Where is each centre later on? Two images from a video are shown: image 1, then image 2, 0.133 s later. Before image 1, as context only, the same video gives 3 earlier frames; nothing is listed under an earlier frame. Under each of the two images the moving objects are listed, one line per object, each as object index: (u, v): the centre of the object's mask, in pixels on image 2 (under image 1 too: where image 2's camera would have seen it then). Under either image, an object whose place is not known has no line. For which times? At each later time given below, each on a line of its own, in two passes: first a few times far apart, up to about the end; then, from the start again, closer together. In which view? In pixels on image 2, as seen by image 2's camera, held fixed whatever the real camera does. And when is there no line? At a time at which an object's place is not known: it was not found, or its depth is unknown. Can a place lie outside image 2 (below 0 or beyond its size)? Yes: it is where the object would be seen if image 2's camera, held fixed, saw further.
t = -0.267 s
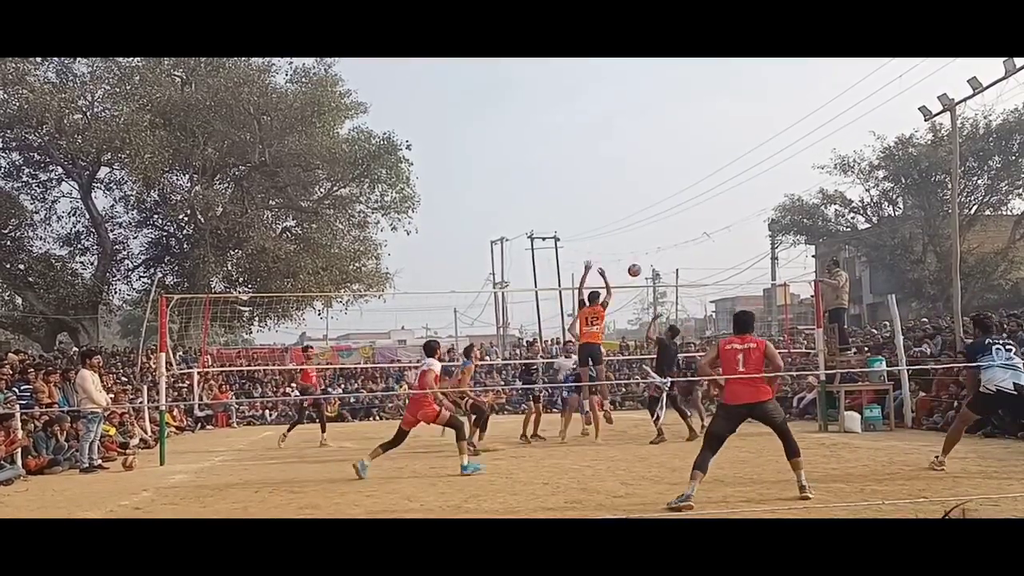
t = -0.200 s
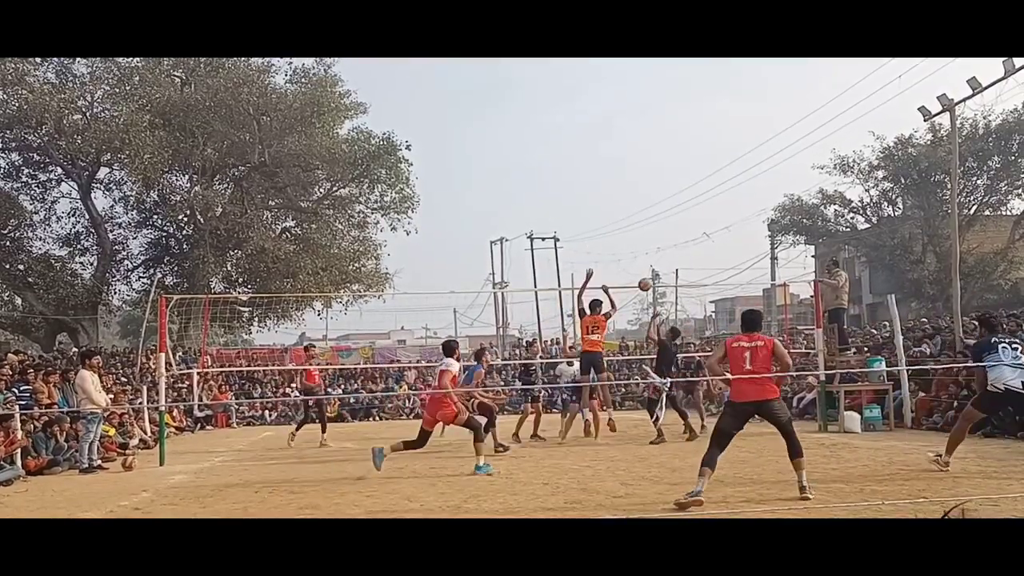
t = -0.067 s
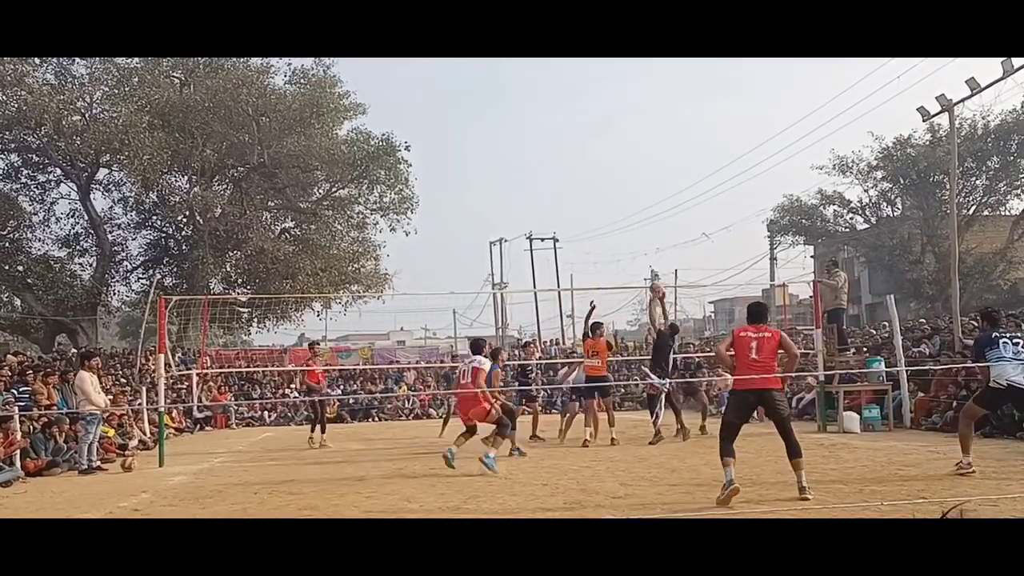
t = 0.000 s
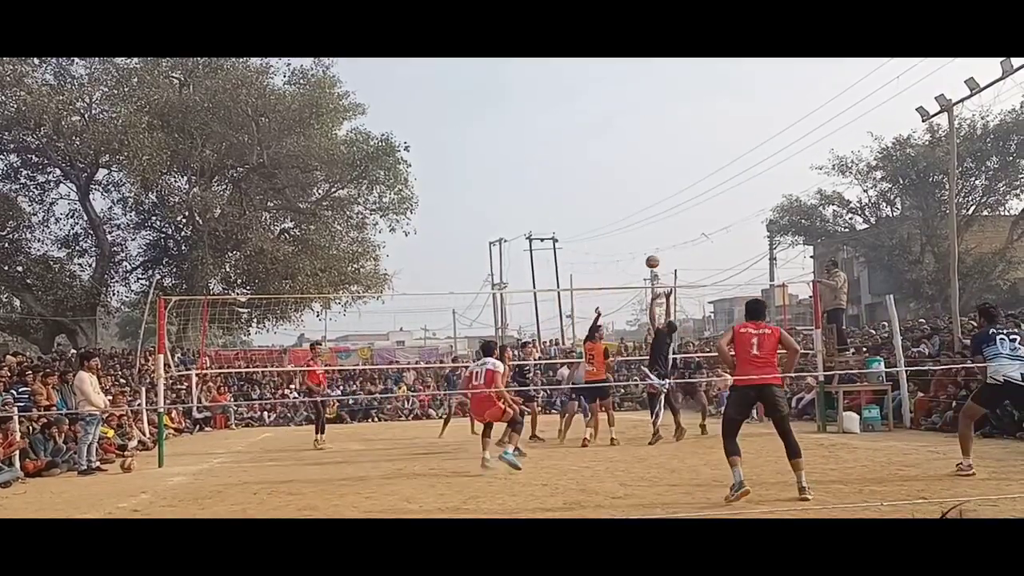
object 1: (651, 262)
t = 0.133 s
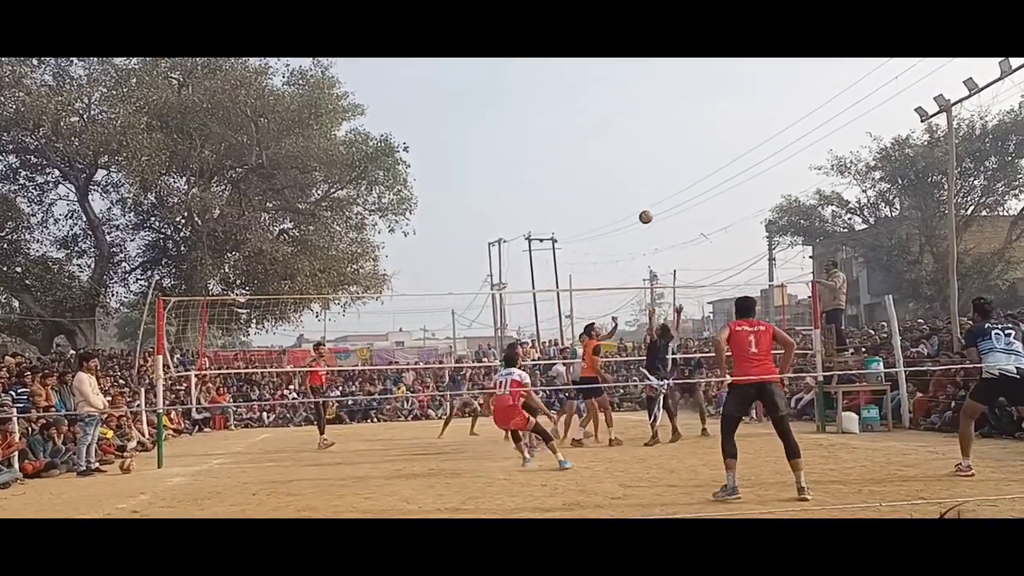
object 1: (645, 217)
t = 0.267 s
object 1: (640, 183)
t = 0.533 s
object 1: (631, 149)
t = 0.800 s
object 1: (623, 162)
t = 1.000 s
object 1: (619, 203)
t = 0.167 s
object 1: (644, 207)
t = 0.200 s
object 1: (643, 198)
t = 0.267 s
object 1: (640, 183)
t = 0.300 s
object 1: (639, 176)
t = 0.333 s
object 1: (638, 170)
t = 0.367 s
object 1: (637, 165)
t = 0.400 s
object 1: (635, 160)
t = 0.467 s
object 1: (633, 153)
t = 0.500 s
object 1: (632, 151)
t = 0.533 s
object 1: (631, 149)
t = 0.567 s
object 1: (630, 148)
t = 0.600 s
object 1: (629, 148)
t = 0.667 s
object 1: (627, 150)
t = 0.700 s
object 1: (626, 152)
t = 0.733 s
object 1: (625, 154)
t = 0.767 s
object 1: (624, 158)
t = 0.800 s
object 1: (623, 162)
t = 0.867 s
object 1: (622, 173)
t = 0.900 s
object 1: (621, 179)
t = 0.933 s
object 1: (620, 186)
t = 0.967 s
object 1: (619, 194)
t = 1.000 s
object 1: (619, 203)
